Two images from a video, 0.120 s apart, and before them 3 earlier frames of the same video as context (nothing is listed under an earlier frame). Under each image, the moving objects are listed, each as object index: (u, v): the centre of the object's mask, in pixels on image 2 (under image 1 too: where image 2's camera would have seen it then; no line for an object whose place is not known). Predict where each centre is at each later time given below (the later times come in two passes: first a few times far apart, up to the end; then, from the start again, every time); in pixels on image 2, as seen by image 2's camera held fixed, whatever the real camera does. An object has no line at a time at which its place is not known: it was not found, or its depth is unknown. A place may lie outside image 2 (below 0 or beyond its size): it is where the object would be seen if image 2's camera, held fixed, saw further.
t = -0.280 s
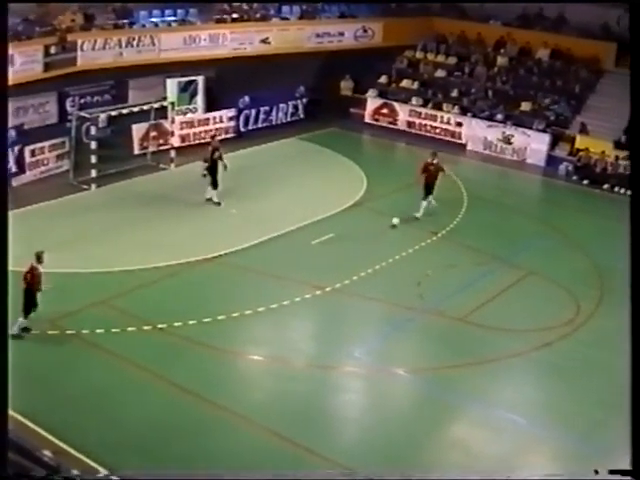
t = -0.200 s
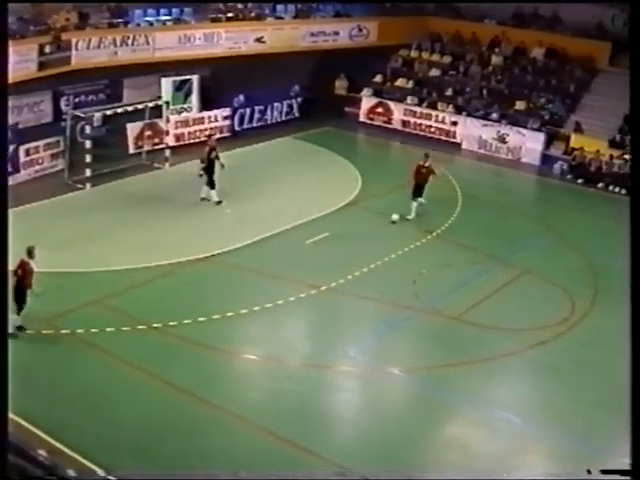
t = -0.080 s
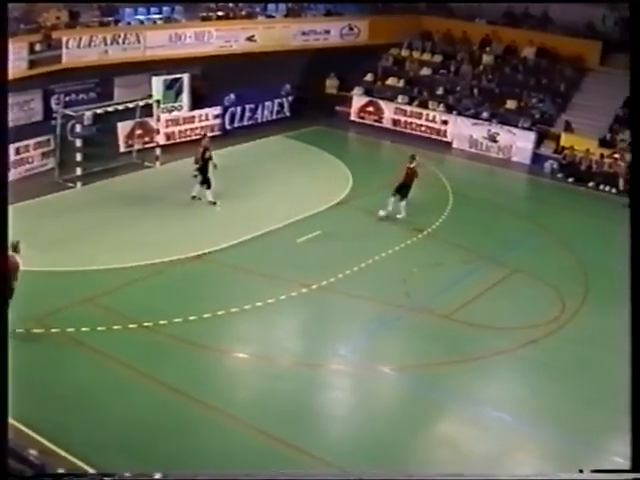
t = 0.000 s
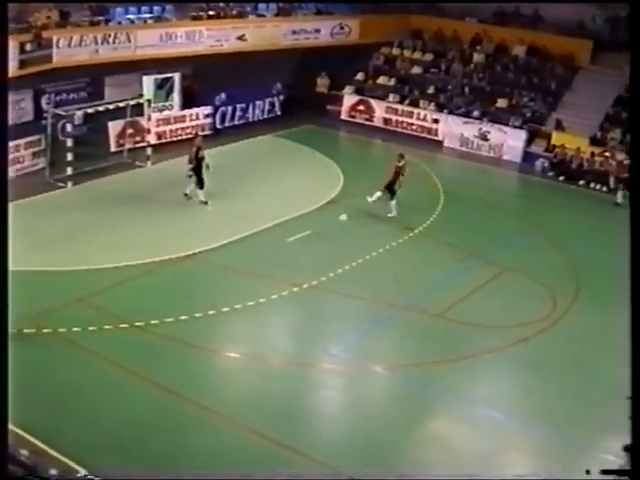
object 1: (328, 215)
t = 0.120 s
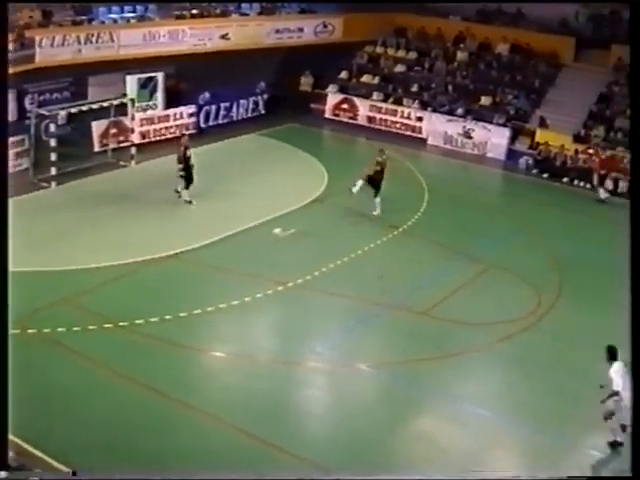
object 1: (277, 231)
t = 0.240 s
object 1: (227, 248)
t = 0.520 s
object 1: (117, 281)
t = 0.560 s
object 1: (103, 287)
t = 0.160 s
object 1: (260, 238)
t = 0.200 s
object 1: (243, 244)
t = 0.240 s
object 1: (227, 248)
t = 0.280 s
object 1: (210, 252)
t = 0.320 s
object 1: (194, 258)
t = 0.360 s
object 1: (178, 263)
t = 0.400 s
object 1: (162, 267)
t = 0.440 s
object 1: (147, 272)
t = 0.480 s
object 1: (131, 277)
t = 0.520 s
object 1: (117, 281)
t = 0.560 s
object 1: (103, 287)
